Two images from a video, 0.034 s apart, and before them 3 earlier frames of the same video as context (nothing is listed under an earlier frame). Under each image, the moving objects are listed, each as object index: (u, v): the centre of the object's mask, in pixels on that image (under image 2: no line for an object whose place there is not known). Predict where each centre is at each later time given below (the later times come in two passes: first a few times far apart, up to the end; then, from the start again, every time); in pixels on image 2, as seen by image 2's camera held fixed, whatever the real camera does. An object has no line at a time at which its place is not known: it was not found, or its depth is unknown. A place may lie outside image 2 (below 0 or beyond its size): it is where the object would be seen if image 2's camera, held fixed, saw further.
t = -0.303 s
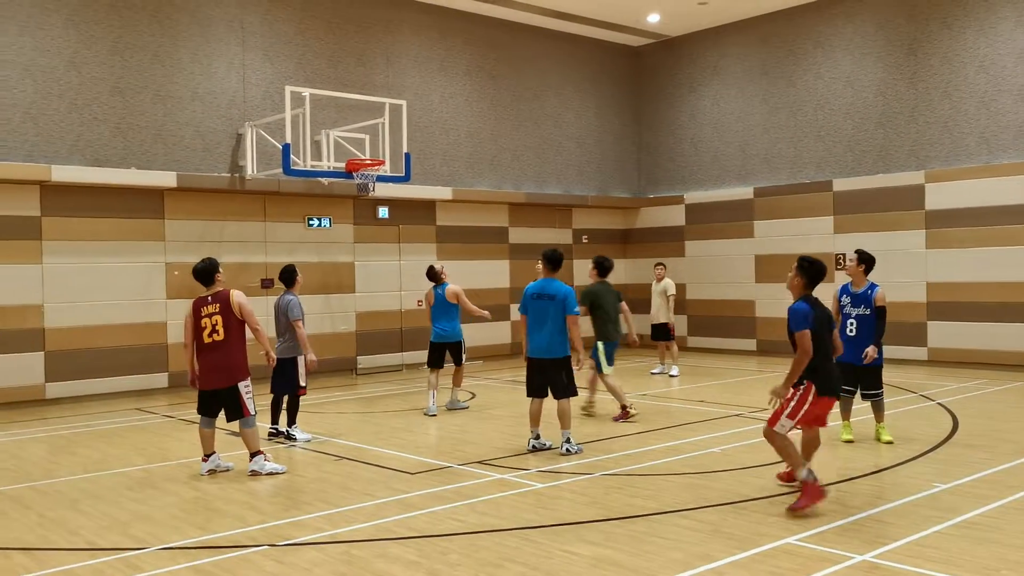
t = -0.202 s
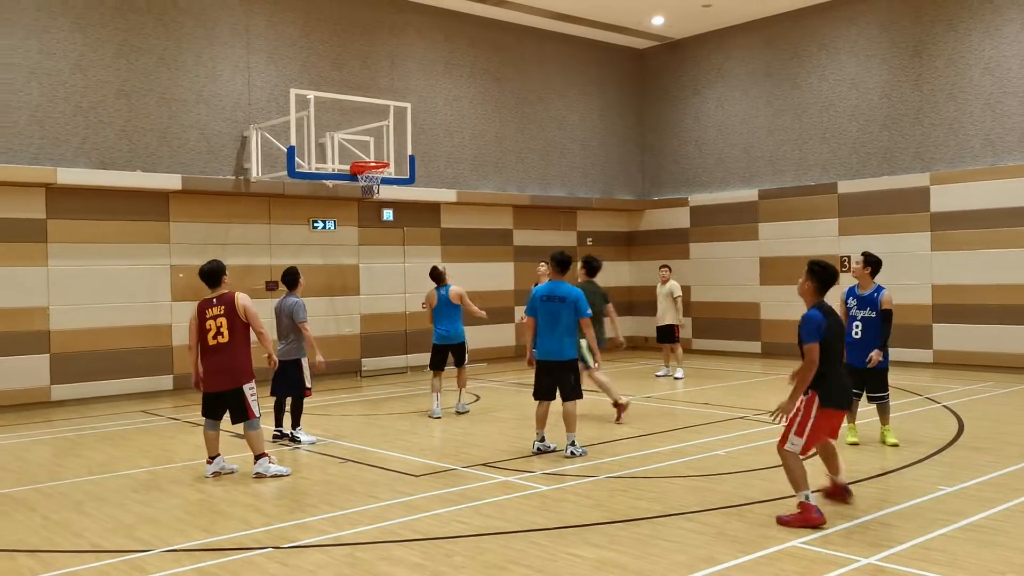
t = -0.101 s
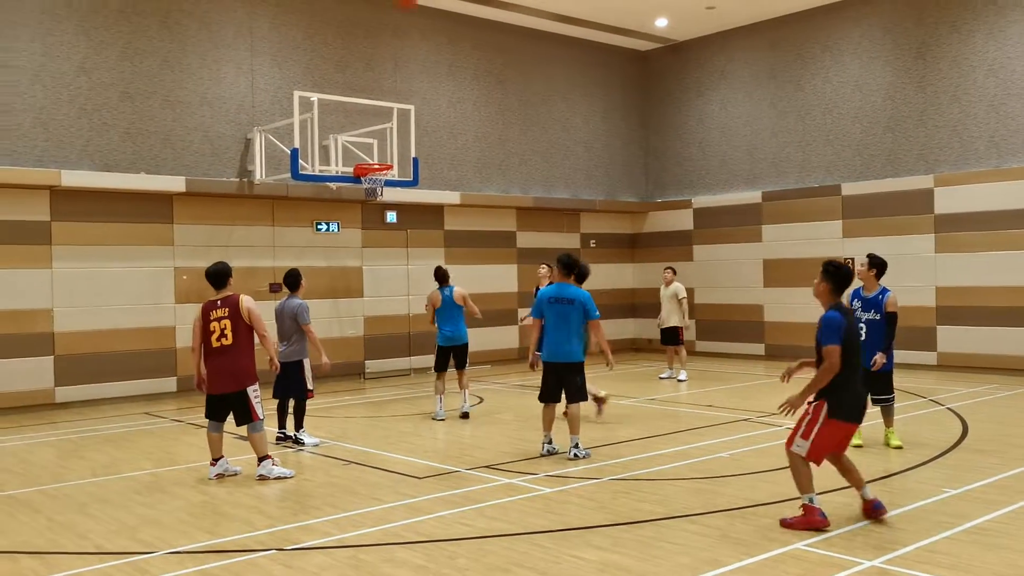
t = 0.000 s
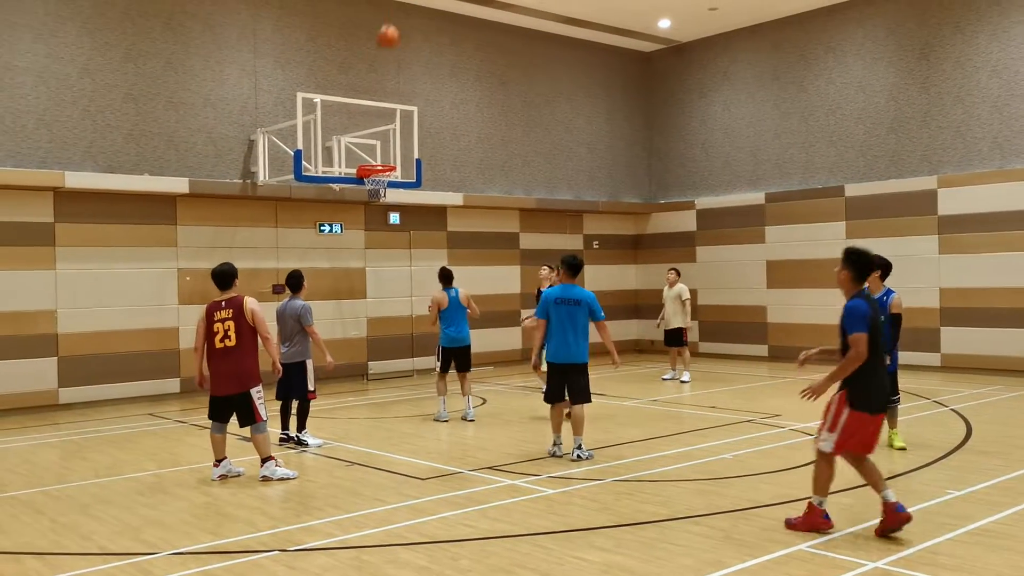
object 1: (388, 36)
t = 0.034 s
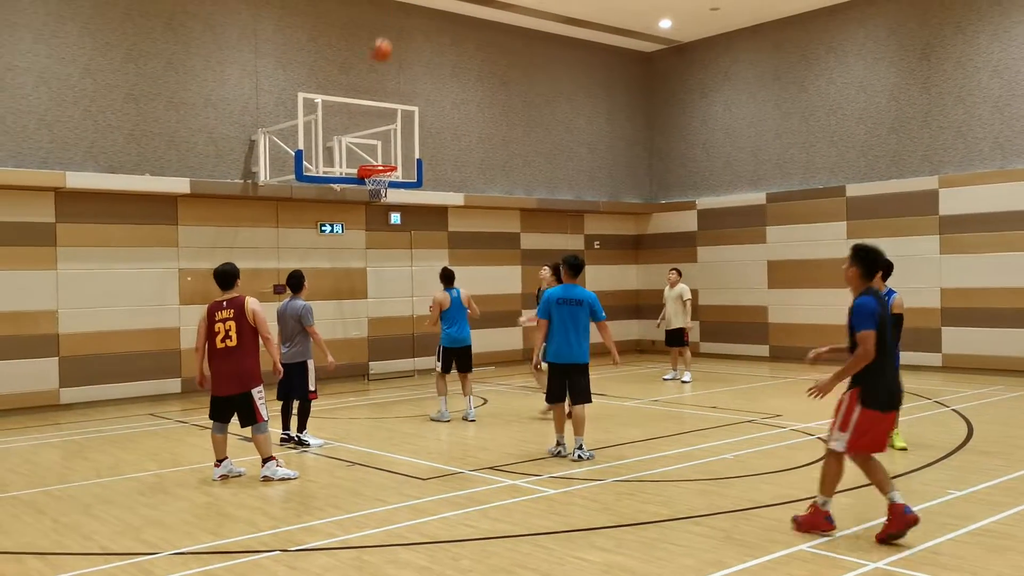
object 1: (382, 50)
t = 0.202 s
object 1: (349, 125)
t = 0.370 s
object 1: (351, 189)
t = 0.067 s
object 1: (374, 64)
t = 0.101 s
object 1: (368, 78)
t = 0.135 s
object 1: (362, 93)
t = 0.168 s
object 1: (355, 110)
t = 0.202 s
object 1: (349, 125)
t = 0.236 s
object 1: (343, 141)
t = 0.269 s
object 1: (336, 159)
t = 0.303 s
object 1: (339, 169)
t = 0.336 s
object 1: (345, 179)
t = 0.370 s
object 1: (351, 189)
